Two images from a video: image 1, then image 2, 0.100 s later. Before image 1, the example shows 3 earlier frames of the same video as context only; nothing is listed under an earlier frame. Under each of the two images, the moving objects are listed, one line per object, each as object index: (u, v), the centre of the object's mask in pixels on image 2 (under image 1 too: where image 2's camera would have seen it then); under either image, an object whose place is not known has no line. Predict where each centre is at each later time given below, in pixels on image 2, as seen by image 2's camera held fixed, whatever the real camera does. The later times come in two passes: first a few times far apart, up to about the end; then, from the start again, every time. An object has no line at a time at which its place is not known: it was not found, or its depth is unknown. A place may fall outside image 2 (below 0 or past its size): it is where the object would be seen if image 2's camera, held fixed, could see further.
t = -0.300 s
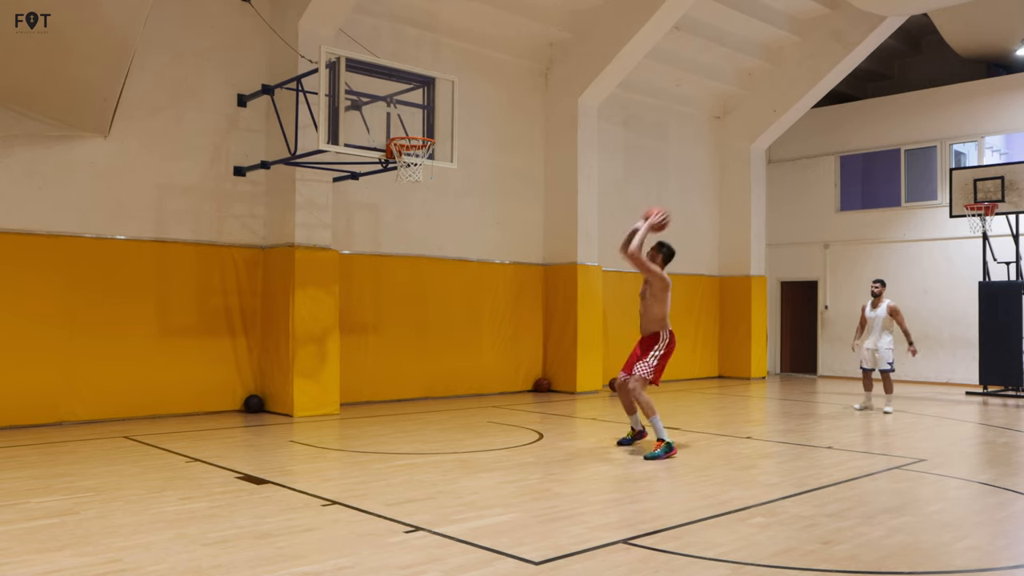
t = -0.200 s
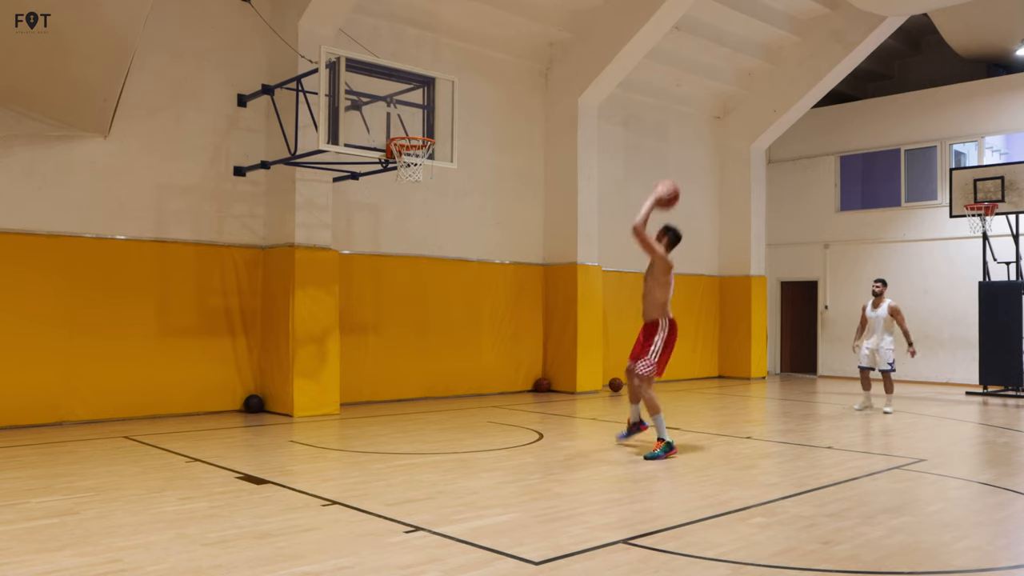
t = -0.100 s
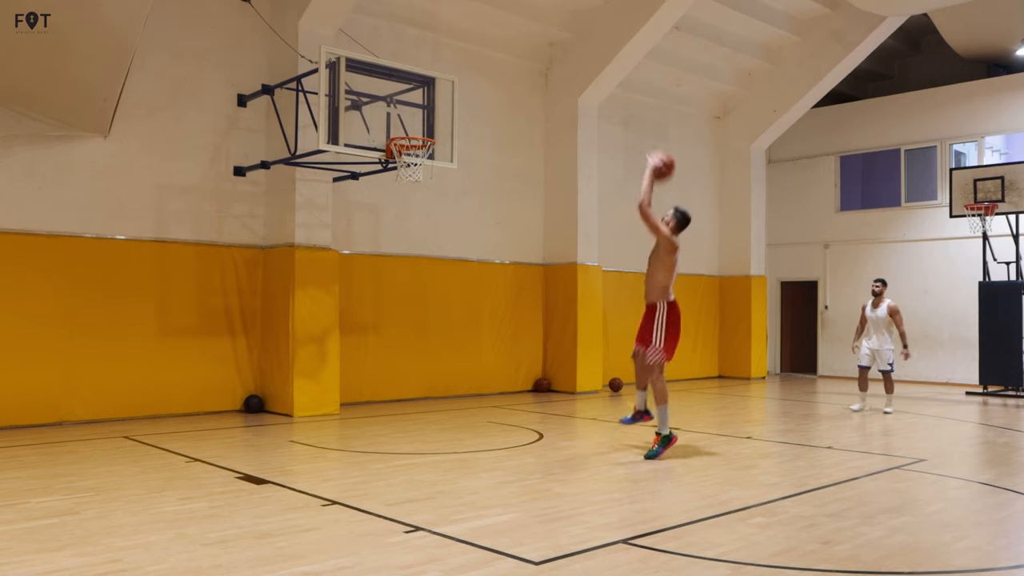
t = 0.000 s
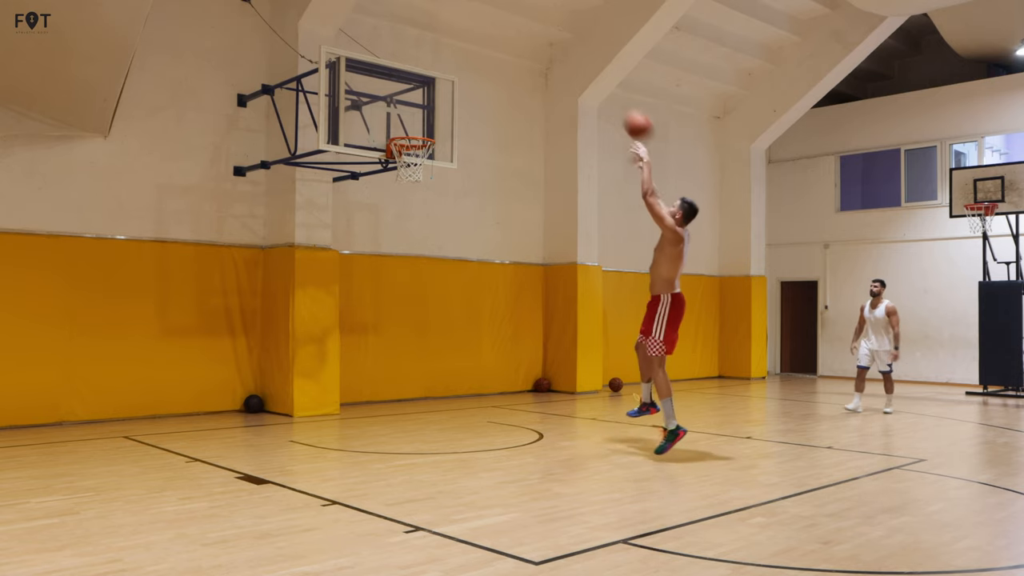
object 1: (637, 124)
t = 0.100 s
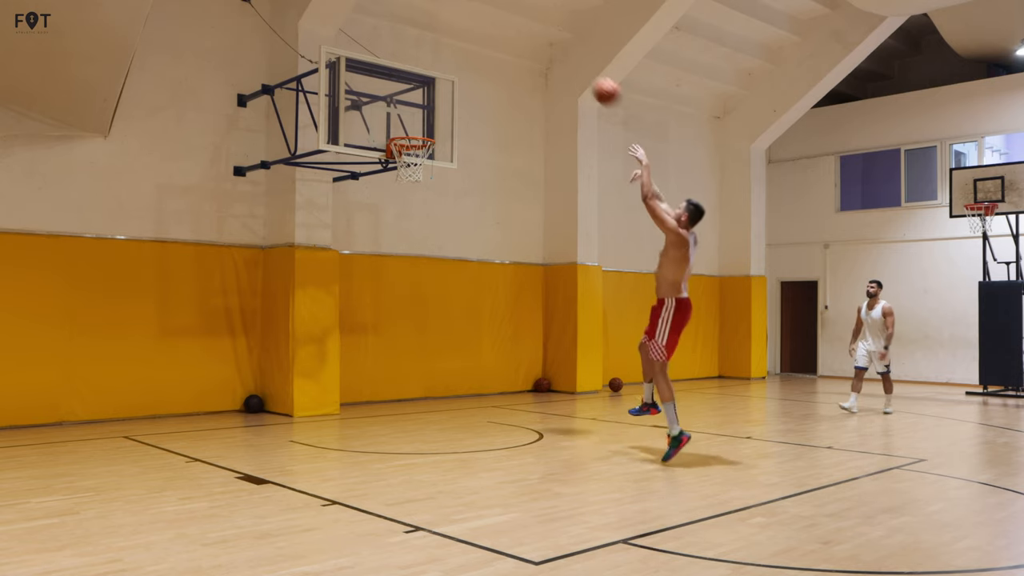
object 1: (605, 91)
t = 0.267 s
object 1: (555, 59)
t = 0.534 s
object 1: (482, 66)
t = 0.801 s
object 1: (414, 135)
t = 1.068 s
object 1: (395, 180)
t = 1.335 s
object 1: (389, 259)
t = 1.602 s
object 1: (382, 409)
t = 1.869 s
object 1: (398, 322)
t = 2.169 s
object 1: (417, 266)
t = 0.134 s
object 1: (595, 81)
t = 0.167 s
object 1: (585, 74)
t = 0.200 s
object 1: (575, 68)
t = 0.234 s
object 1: (565, 63)
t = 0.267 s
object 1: (555, 59)
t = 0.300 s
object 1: (546, 56)
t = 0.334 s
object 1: (537, 54)
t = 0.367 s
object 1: (527, 54)
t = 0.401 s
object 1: (518, 54)
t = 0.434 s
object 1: (509, 55)
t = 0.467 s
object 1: (499, 59)
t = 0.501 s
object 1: (490, 62)
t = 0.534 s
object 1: (482, 66)
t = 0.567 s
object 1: (474, 71)
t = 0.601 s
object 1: (465, 77)
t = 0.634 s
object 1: (456, 85)
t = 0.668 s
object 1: (448, 94)
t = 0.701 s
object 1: (439, 104)
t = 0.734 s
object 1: (430, 114)
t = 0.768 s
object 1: (423, 125)
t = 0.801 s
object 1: (414, 135)
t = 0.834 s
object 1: (410, 150)
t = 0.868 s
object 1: (401, 158)
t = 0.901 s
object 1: (400, 163)
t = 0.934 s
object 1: (399, 167)
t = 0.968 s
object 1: (397, 169)
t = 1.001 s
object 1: (396, 171)
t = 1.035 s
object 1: (396, 174)
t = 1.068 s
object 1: (395, 180)
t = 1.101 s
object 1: (395, 186)
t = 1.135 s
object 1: (394, 193)
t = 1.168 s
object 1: (393, 201)
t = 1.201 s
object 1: (393, 211)
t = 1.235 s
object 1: (392, 221)
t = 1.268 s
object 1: (391, 233)
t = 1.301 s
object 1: (390, 245)
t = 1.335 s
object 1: (389, 259)
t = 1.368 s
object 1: (389, 274)
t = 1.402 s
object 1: (388, 290)
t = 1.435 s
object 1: (387, 307)
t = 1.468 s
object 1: (387, 325)
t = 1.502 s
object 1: (386, 344)
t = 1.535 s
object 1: (385, 364)
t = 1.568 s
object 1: (384, 385)
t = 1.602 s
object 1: (382, 409)
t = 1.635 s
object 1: (383, 422)
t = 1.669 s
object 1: (386, 406)
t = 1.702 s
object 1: (387, 390)
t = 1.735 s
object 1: (389, 374)
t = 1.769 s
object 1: (391, 359)
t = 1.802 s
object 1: (394, 346)
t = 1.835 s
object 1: (396, 334)
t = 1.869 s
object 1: (398, 322)
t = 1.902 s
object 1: (400, 311)
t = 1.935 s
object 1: (402, 303)
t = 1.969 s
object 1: (404, 294)
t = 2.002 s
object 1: (406, 287)
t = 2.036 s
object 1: (408, 281)
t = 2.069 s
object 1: (411, 275)
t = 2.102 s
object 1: (413, 271)
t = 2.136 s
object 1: (415, 268)
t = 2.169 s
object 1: (417, 266)
